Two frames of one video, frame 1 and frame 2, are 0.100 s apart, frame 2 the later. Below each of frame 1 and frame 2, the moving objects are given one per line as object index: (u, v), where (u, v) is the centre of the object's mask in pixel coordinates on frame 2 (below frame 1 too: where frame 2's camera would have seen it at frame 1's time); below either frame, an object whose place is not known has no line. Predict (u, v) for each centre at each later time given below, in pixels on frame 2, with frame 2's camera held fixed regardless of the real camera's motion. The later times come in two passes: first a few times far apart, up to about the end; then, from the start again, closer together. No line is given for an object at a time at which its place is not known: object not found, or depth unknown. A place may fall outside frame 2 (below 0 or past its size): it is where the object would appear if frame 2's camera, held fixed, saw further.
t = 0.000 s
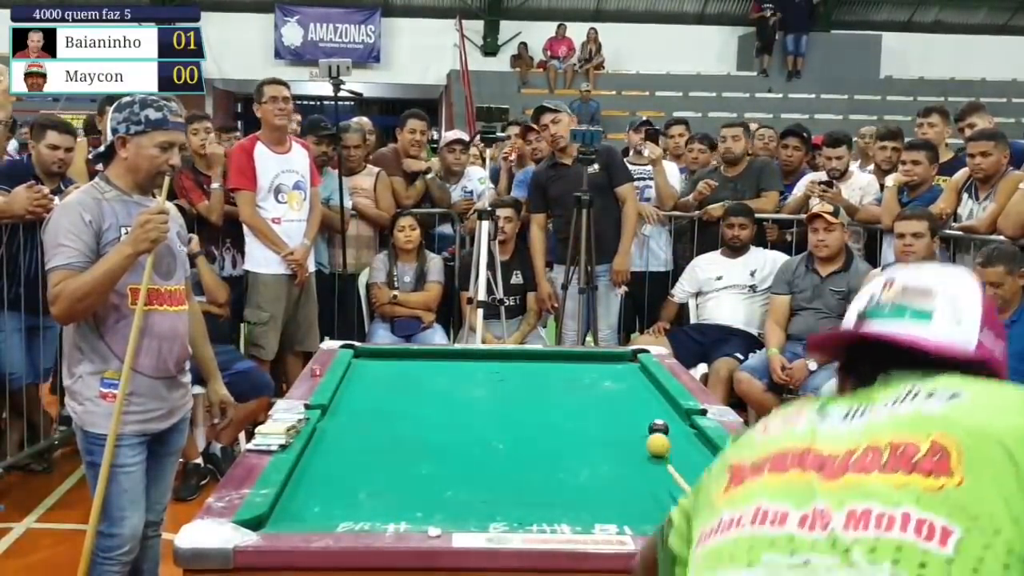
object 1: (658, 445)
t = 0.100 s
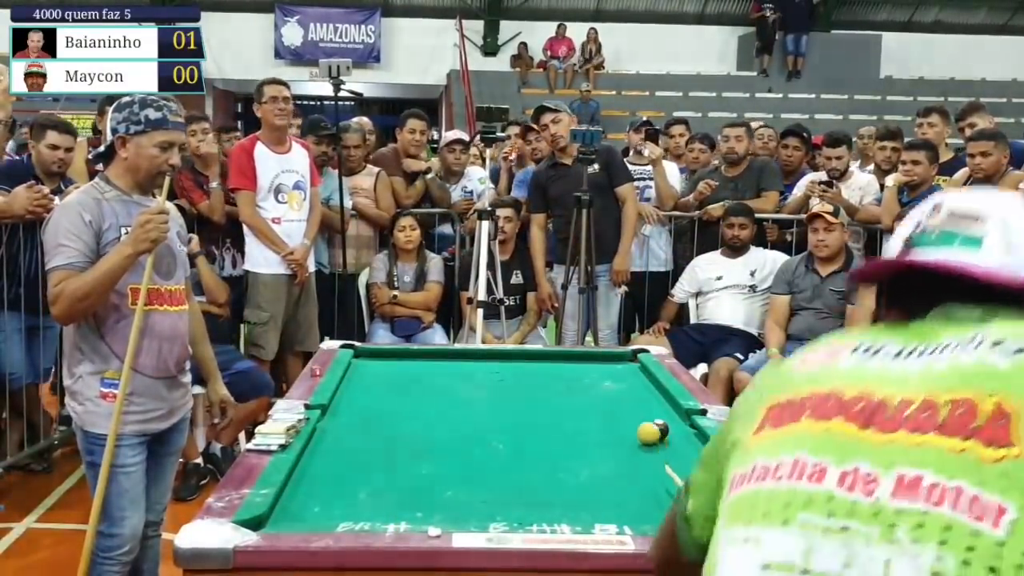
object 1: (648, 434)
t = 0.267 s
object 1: (618, 424)
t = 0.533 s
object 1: (577, 409)
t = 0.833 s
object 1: (538, 396)
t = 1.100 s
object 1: (509, 386)
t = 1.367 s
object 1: (484, 377)
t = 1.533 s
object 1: (469, 373)
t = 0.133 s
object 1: (642, 432)
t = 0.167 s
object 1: (635, 430)
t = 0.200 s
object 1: (629, 428)
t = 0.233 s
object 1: (624, 426)
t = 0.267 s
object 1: (618, 424)
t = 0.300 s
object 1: (613, 422)
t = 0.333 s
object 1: (608, 420)
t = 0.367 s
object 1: (602, 418)
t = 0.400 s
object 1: (597, 416)
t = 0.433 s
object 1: (592, 414)
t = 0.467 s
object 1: (587, 413)
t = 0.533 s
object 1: (577, 409)
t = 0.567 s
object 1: (573, 408)
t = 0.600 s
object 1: (568, 406)
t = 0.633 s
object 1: (564, 404)
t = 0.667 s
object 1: (559, 403)
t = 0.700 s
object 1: (555, 402)
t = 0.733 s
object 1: (551, 400)
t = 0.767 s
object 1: (546, 399)
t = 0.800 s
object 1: (542, 397)
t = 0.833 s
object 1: (538, 396)
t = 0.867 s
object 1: (534, 395)
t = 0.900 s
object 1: (530, 394)
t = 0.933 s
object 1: (527, 392)
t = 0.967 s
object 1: (523, 391)
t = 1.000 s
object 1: (519, 390)
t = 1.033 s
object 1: (516, 388)
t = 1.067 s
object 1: (512, 387)
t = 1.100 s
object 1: (509, 386)
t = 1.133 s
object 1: (505, 385)
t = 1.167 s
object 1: (502, 384)
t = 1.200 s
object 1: (499, 383)
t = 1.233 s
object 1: (495, 381)
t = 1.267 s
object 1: (493, 380)
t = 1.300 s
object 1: (489, 379)
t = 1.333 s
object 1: (486, 378)
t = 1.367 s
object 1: (484, 377)
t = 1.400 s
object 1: (481, 376)
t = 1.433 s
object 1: (478, 375)
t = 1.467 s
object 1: (475, 374)
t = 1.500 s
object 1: (472, 374)
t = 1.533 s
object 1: (469, 373)
